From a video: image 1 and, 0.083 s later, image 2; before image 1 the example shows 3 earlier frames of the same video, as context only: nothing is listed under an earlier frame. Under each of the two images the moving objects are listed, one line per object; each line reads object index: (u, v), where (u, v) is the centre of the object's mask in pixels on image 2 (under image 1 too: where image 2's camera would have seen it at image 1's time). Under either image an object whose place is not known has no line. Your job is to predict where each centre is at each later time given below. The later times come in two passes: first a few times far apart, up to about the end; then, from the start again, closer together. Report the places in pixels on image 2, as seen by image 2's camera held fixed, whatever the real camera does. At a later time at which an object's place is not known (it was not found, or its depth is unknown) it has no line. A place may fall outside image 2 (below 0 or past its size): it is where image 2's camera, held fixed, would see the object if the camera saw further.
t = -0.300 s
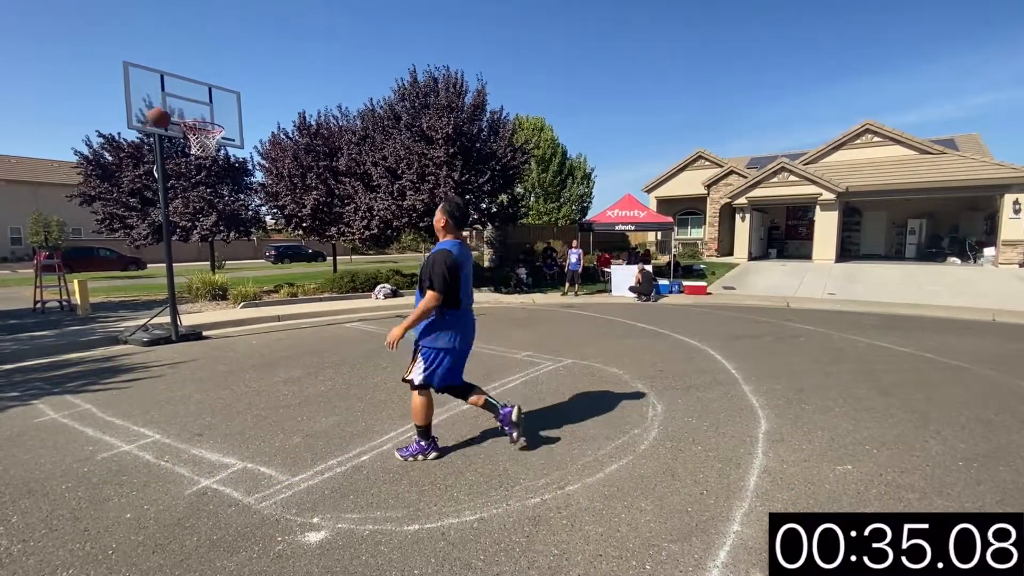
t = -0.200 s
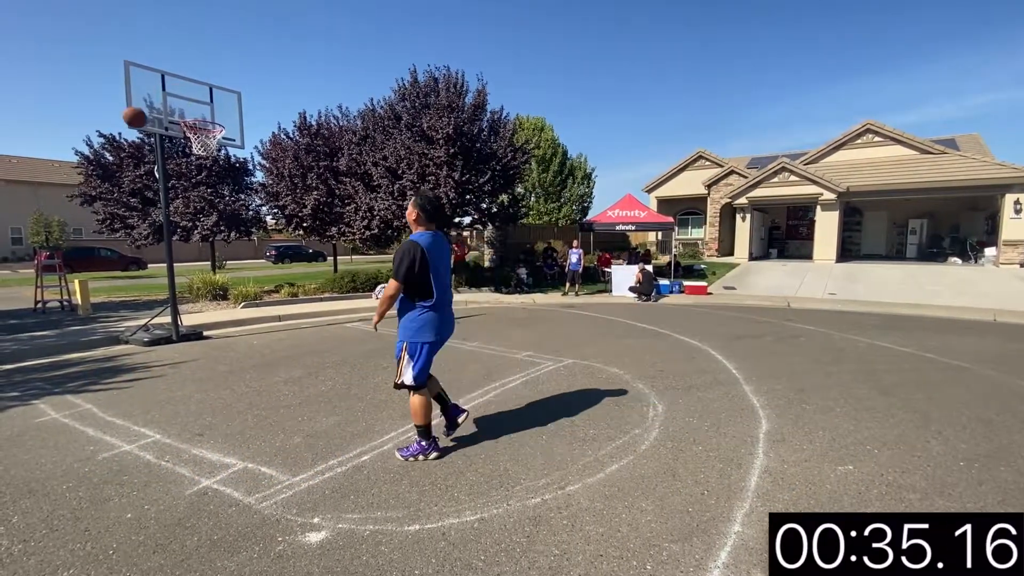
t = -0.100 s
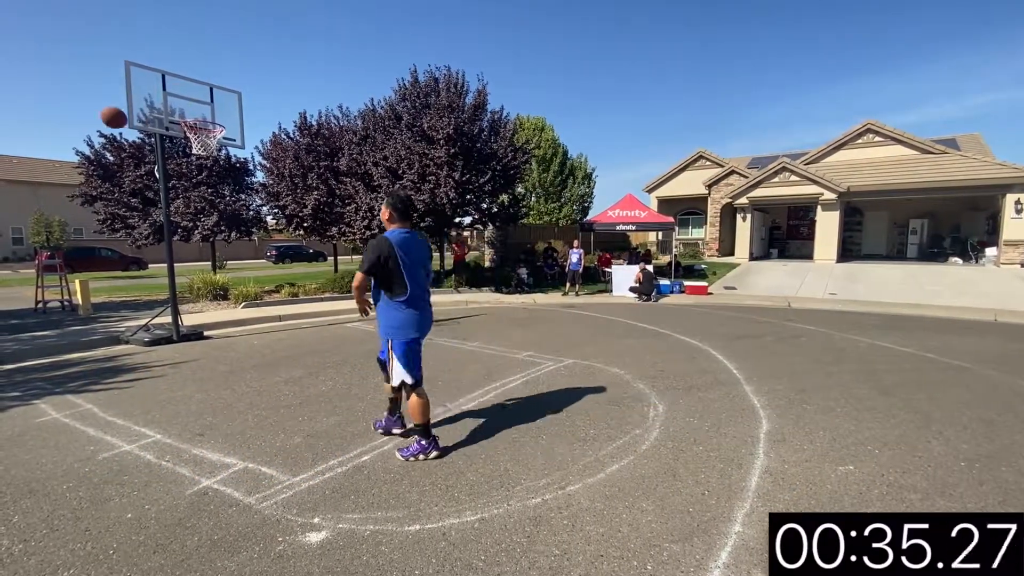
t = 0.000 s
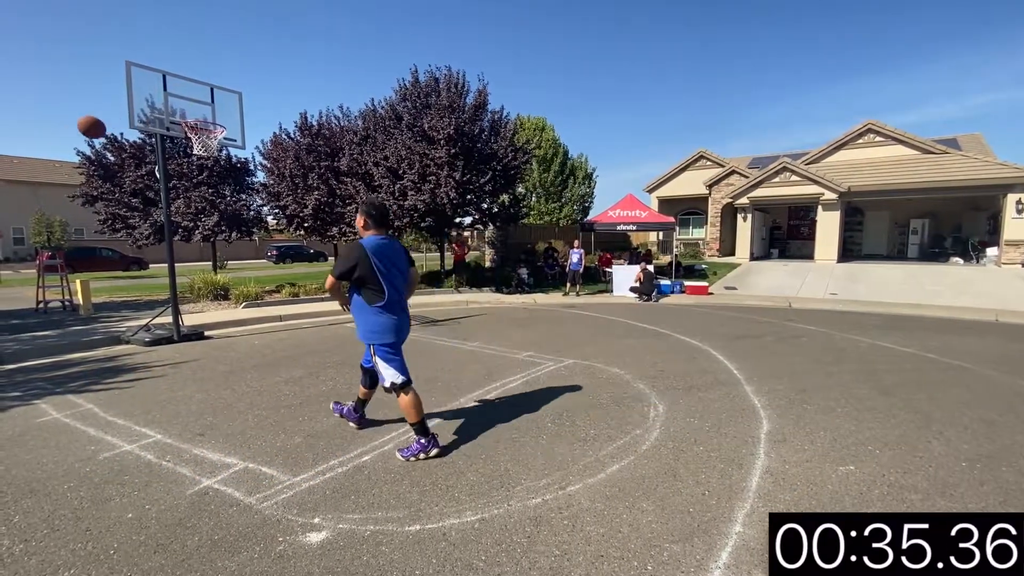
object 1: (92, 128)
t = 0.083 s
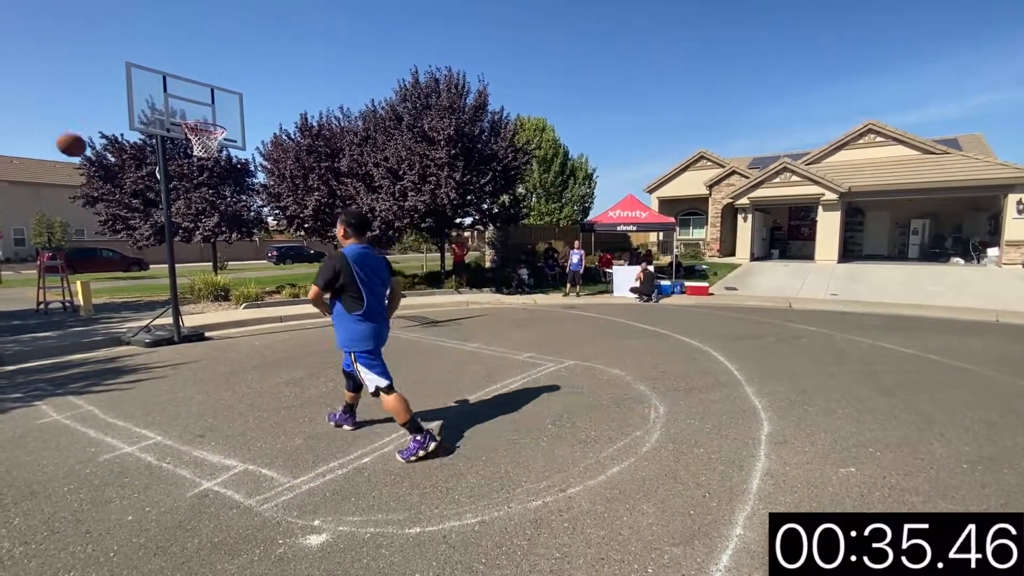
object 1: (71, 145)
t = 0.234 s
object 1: (32, 197)
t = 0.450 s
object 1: (-27, 331)
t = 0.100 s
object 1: (67, 149)
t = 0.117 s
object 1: (63, 154)
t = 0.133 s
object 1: (58, 158)
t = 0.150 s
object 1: (55, 164)
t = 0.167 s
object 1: (50, 170)
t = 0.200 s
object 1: (41, 182)
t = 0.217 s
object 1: (36, 190)
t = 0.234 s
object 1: (32, 197)
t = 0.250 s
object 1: (27, 205)
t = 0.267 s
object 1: (23, 213)
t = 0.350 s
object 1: (1, 260)
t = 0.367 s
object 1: (-2, 271)
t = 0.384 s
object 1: (-6, 282)
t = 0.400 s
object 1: (-12, 294)
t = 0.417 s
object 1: (-16, 306)
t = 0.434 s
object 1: (-21, 318)
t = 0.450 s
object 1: (-27, 331)
